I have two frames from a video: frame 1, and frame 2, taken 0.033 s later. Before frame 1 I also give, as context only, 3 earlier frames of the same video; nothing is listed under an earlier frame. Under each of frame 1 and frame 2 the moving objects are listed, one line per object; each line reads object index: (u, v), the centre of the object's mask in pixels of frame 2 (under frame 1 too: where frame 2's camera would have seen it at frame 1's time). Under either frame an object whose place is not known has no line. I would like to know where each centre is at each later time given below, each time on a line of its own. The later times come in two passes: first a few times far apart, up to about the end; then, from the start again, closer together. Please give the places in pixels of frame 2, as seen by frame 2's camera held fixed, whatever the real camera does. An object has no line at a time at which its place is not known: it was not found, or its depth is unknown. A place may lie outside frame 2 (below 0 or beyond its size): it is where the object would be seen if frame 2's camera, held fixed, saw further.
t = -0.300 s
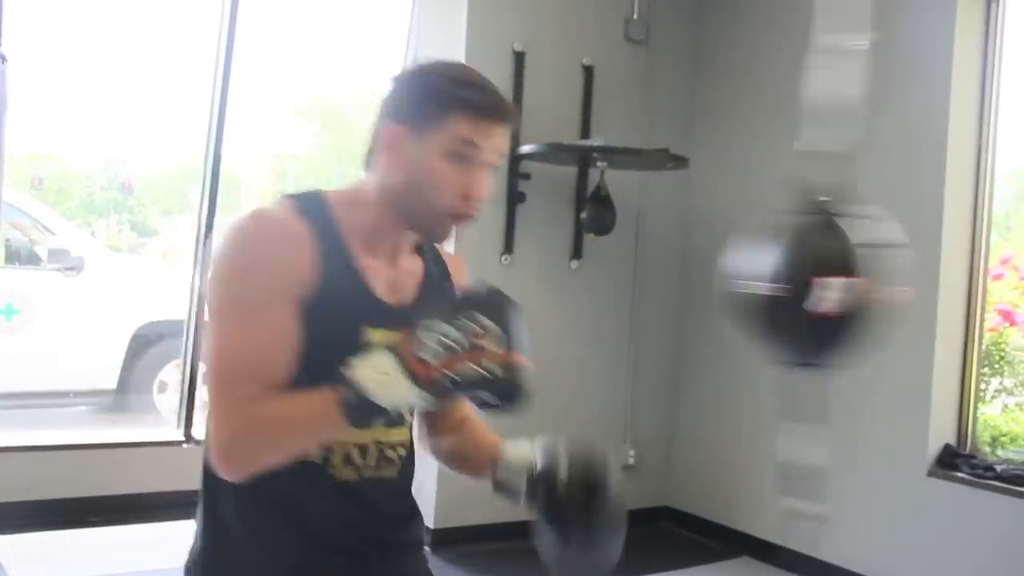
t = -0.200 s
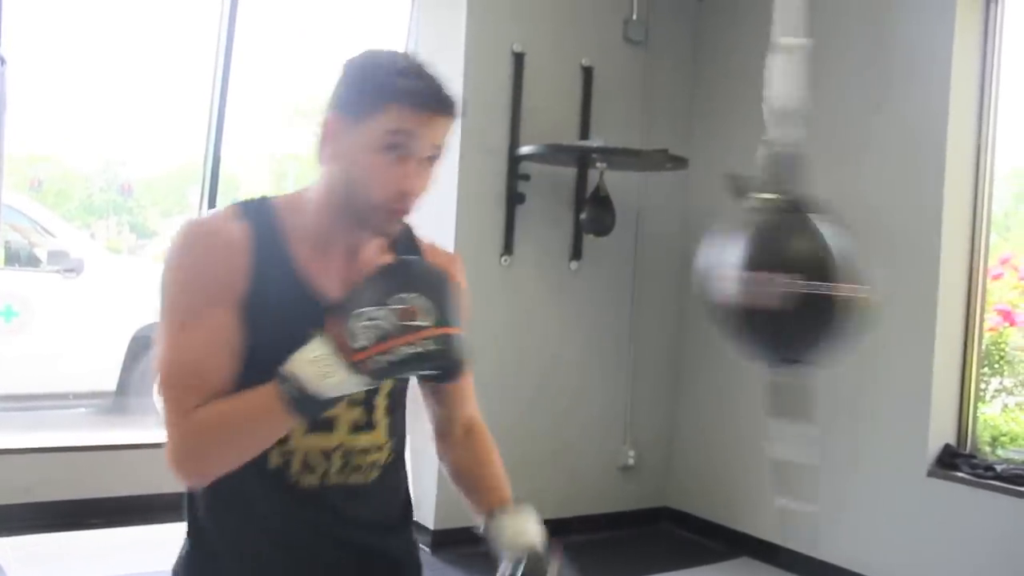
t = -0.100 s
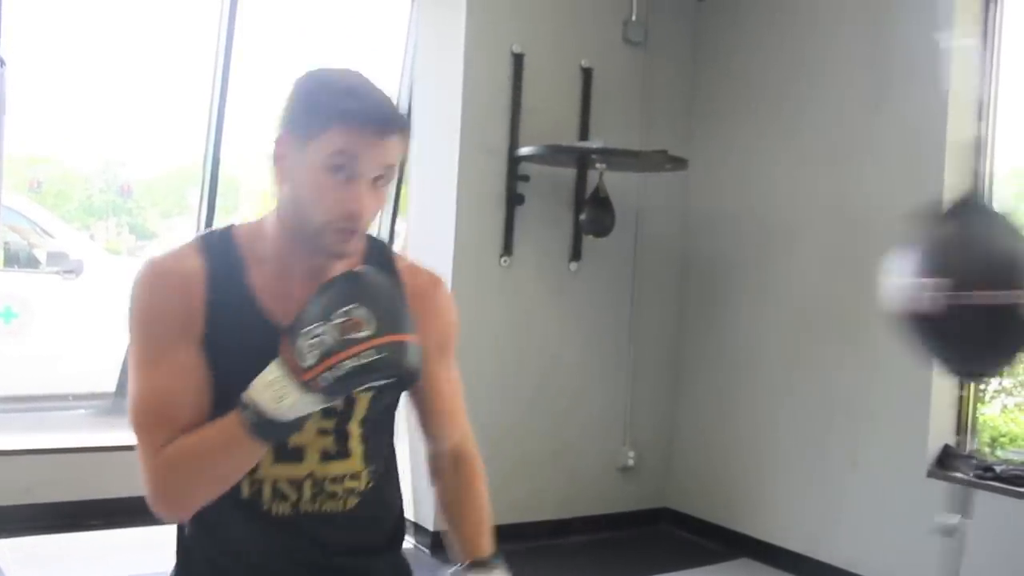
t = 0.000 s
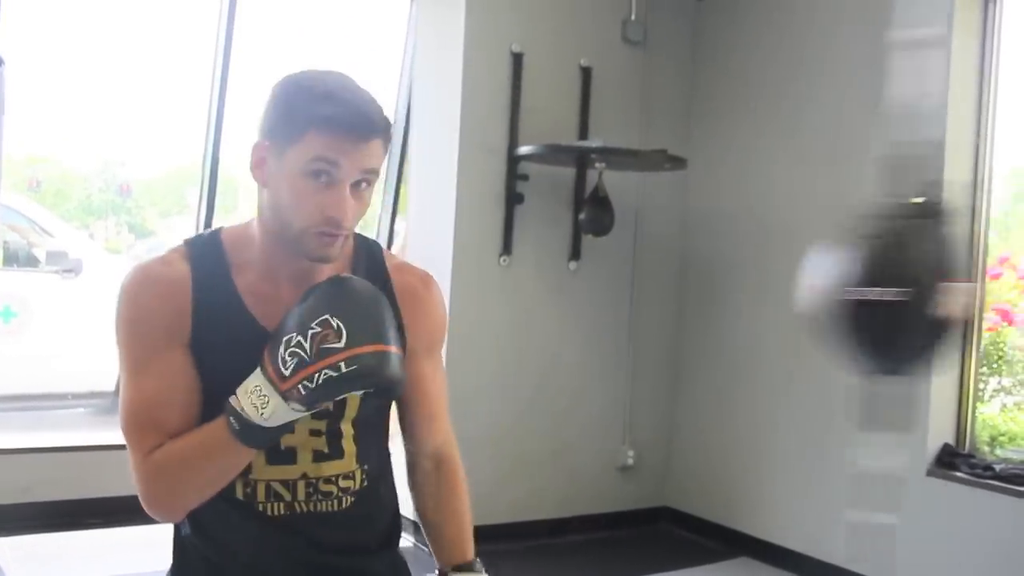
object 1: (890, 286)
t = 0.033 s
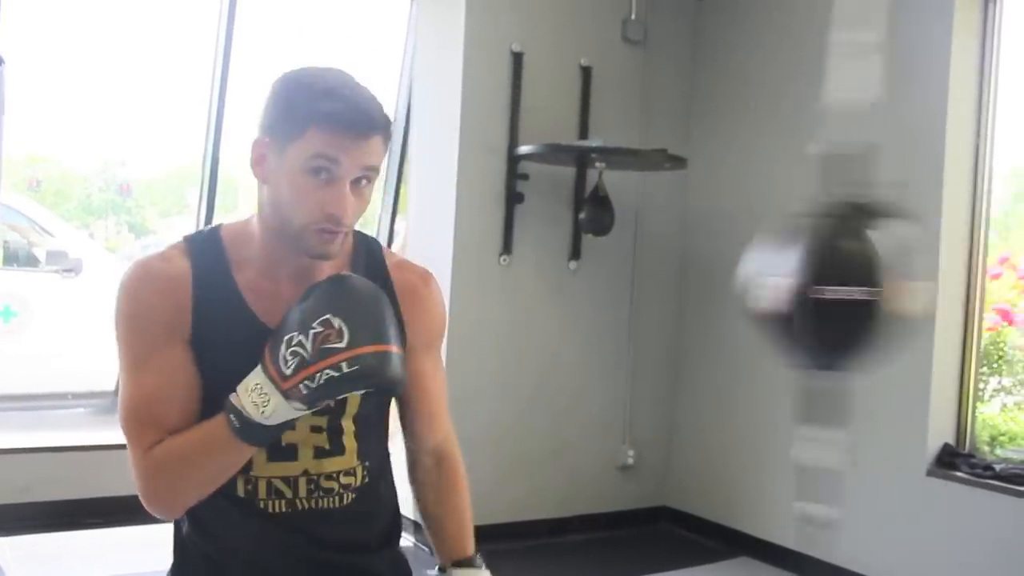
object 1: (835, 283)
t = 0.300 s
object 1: (954, 286)
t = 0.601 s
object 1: (956, 286)
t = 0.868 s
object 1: (850, 286)
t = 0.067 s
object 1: (784, 278)
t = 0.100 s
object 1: (763, 280)
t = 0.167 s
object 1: (829, 284)
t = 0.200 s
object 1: (883, 284)
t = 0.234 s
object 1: (938, 284)
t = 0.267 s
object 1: (962, 287)
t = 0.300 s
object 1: (954, 286)
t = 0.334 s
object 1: (898, 286)
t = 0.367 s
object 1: (847, 285)
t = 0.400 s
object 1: (801, 281)
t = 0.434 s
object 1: (777, 278)
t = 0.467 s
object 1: (784, 280)
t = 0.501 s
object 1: (823, 281)
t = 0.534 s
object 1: (866, 285)
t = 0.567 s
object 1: (923, 288)
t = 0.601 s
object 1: (956, 286)
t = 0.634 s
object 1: (953, 283)
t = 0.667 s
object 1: (911, 287)
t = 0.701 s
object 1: (861, 284)
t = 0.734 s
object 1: (812, 283)
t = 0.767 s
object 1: (784, 279)
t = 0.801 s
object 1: (783, 279)
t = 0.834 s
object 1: (810, 279)
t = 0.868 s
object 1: (850, 286)
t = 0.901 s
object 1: (905, 287)
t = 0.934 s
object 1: (943, 287)
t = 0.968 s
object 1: (946, 285)
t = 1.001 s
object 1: (915, 283)
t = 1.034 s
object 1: (862, 285)
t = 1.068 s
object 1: (823, 281)
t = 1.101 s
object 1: (786, 281)
